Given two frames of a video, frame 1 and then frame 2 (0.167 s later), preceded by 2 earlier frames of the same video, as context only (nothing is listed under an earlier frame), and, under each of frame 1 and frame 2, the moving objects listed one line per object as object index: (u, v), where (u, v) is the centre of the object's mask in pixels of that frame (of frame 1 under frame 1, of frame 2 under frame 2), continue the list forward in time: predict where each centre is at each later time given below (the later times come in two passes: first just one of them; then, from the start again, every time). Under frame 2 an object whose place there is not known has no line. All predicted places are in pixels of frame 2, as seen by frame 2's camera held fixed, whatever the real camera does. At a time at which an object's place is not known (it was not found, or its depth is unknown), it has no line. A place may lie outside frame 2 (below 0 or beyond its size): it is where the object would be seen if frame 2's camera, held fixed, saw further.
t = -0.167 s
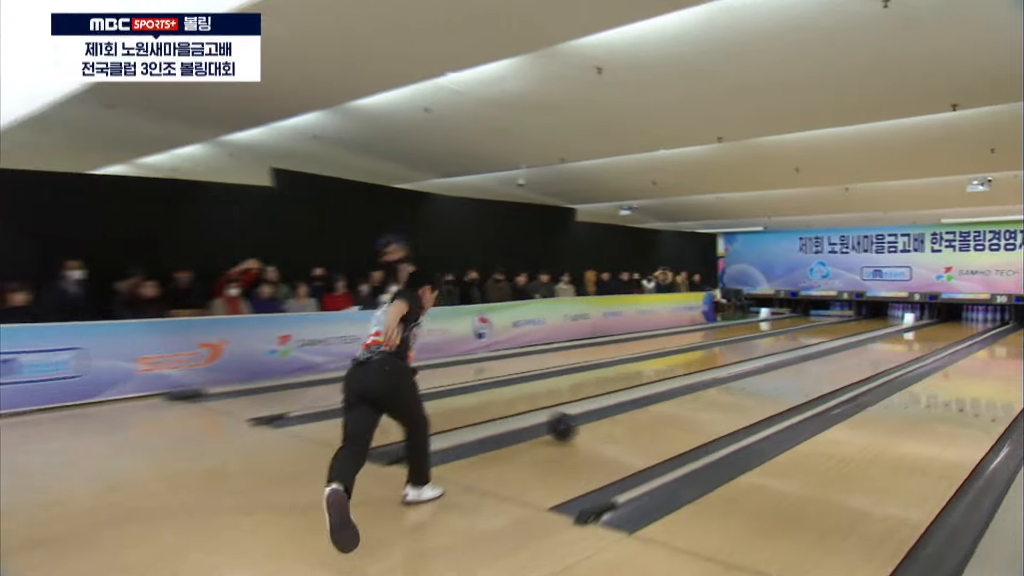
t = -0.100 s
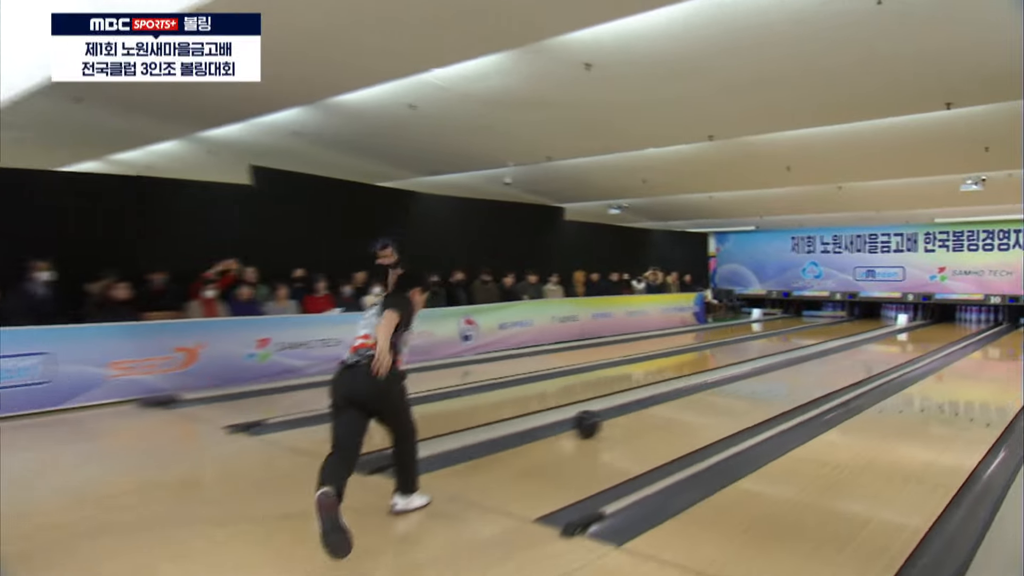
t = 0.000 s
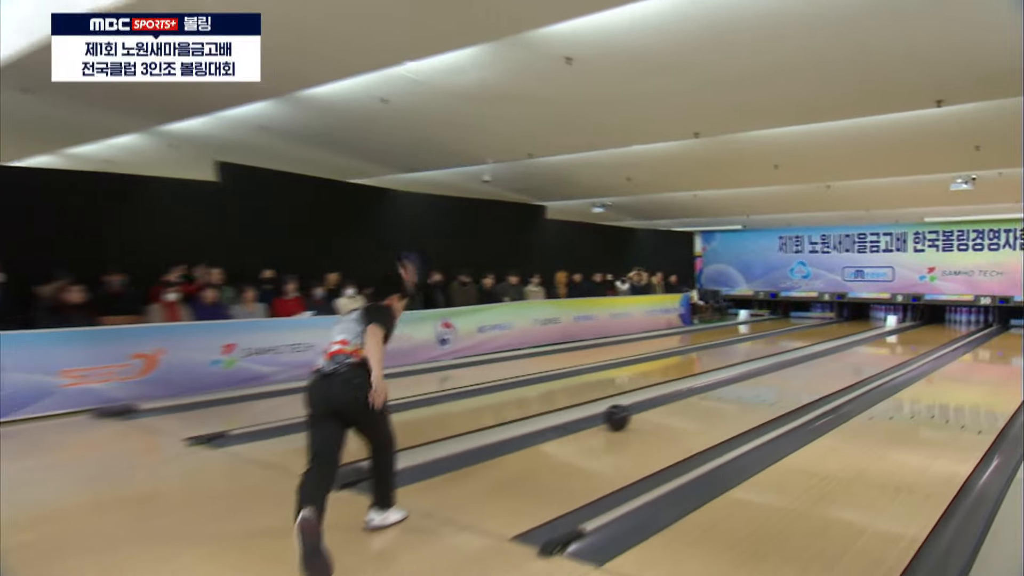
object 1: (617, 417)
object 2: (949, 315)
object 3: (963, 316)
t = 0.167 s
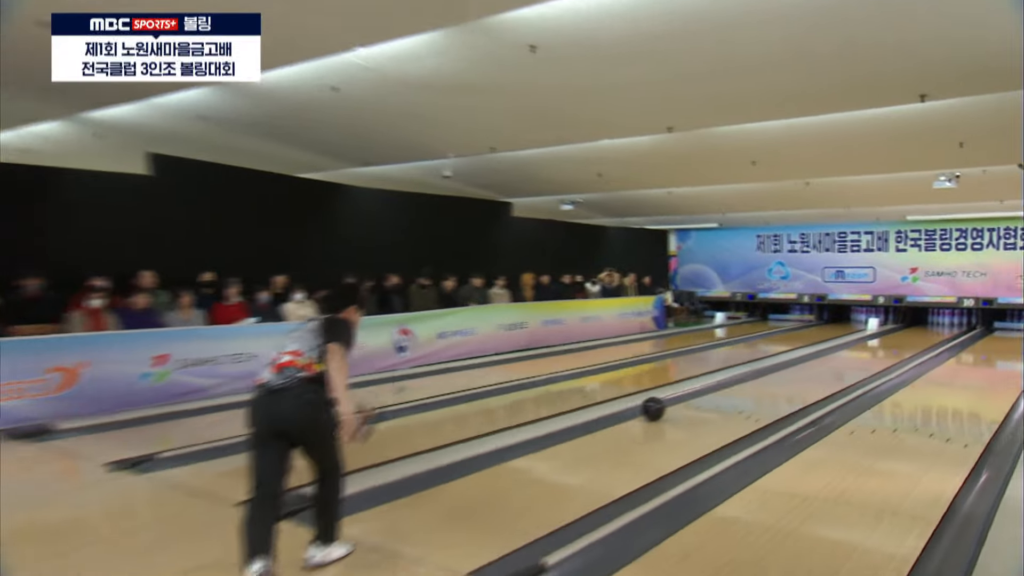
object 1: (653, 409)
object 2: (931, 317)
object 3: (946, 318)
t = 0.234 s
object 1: (675, 402)
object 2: (933, 318)
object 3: (948, 319)
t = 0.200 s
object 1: (664, 405)
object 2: (932, 318)
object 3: (947, 318)
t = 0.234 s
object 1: (675, 402)
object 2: (933, 318)
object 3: (948, 319)
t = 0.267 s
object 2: (934, 320)
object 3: (948, 320)
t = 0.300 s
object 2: (934, 321)
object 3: (948, 322)
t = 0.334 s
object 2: (935, 321)
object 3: (951, 322)
